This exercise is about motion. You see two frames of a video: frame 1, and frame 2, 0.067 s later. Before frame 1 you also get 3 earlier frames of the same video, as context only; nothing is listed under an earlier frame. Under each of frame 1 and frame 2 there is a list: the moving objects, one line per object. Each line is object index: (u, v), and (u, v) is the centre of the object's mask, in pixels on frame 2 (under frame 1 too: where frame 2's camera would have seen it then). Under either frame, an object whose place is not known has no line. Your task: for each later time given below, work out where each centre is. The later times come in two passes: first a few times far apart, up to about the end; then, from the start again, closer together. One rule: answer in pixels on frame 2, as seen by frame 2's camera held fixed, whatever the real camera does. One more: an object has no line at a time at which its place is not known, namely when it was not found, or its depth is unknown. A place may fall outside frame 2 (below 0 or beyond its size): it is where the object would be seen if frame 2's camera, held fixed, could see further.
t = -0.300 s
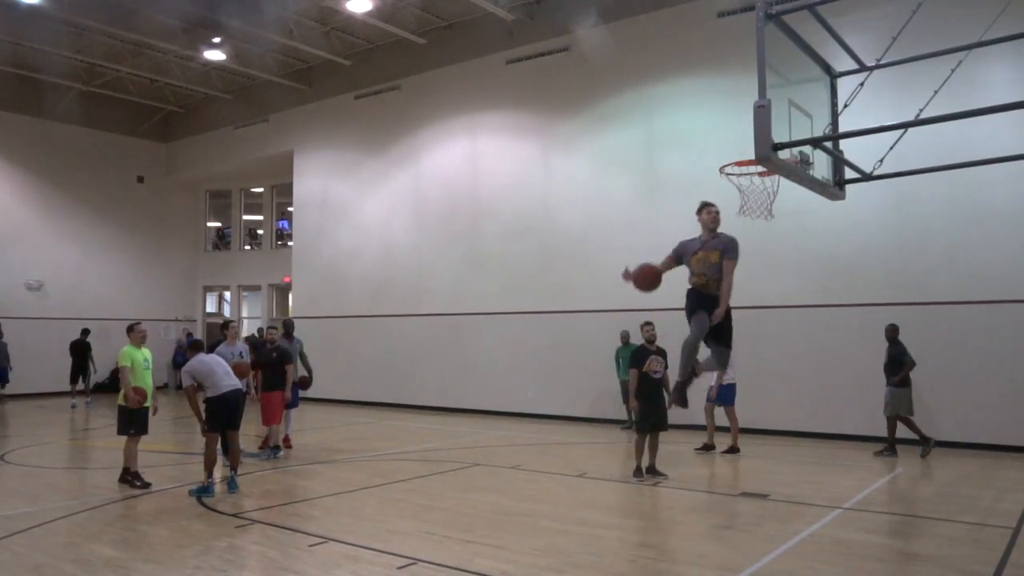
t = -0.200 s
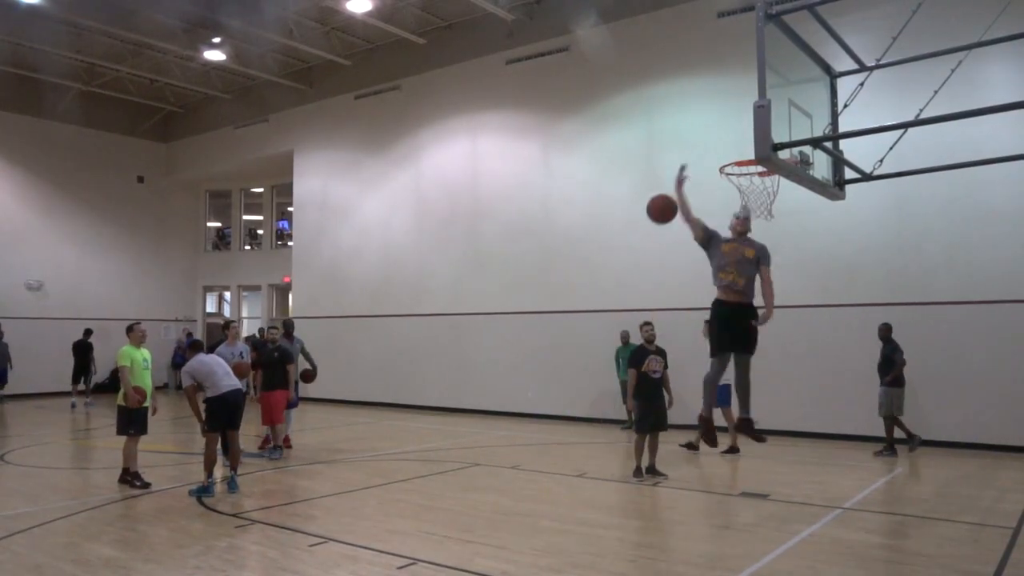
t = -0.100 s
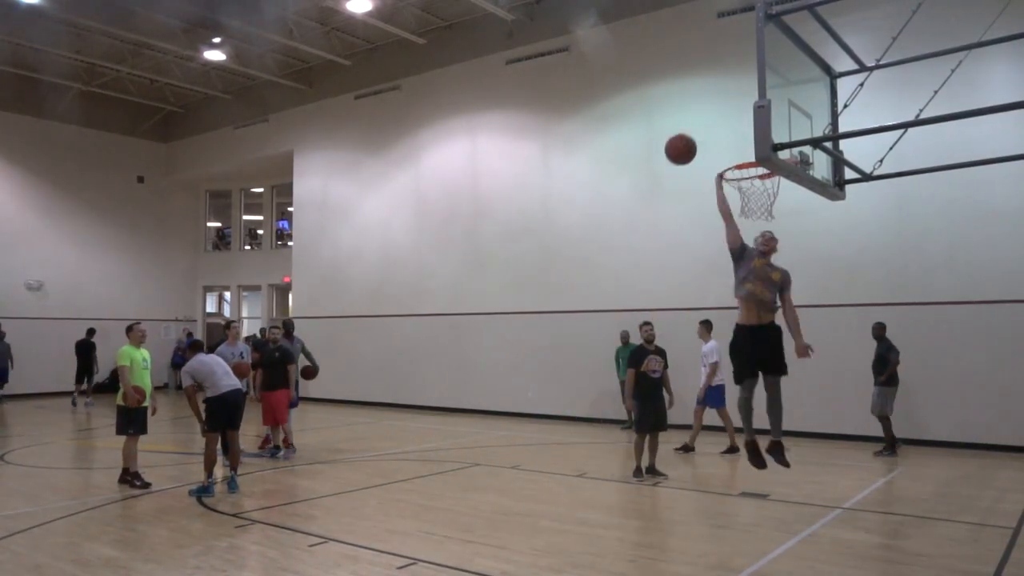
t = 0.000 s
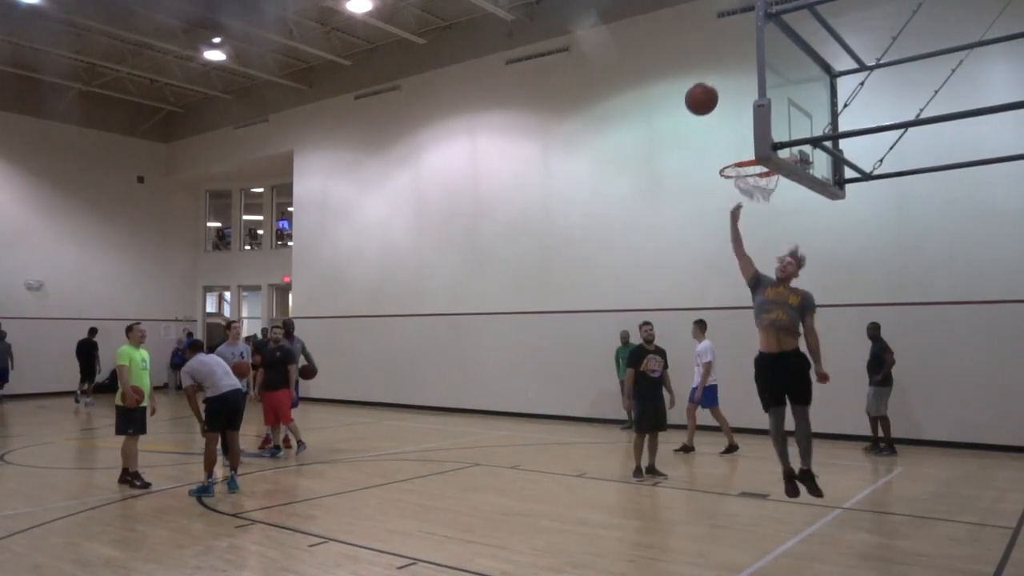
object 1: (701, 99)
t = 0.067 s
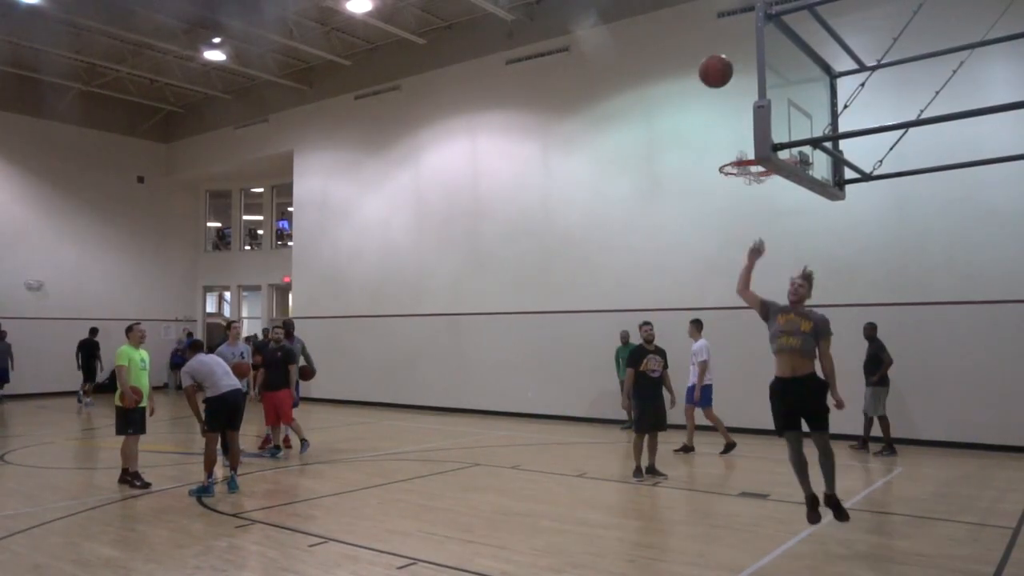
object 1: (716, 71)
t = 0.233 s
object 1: (724, 28)
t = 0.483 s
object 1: (650, 44)
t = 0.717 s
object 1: (584, 132)
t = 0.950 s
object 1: (522, 287)
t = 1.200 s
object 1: (455, 525)
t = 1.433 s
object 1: (456, 387)
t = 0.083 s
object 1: (719, 65)
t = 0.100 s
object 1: (723, 59)
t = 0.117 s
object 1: (727, 53)
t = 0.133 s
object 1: (731, 48)
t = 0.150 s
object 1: (735, 43)
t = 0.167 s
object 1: (738, 38)
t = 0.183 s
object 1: (739, 34)
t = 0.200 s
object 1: (734, 32)
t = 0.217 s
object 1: (729, 29)
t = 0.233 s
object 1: (724, 28)
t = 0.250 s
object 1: (719, 26)
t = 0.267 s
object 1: (713, 25)
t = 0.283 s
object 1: (708, 24)
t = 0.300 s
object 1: (703, 24)
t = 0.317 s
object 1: (699, 24)
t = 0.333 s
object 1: (694, 24)
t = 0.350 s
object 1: (688, 25)
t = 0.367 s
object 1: (683, 26)
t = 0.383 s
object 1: (678, 28)
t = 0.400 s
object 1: (673, 29)
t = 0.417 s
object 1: (669, 31)
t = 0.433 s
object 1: (664, 34)
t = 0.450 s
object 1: (659, 37)
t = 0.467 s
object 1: (654, 40)
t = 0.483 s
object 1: (650, 44)
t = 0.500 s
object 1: (645, 48)
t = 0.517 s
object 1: (640, 52)
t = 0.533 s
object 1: (635, 57)
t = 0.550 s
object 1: (631, 62)
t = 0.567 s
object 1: (626, 68)
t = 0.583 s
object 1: (621, 74)
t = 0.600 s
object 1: (617, 79)
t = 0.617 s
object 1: (612, 86)
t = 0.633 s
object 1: (607, 93)
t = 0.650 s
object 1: (602, 100)
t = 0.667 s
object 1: (598, 107)
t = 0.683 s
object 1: (593, 115)
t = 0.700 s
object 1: (589, 123)
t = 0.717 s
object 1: (584, 132)
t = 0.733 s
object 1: (580, 140)
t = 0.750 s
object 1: (575, 150)
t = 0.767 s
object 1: (571, 159)
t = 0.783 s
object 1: (566, 169)
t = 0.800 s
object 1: (562, 180)
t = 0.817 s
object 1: (557, 190)
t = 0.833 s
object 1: (553, 201)
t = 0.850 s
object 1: (548, 212)
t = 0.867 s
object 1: (544, 224)
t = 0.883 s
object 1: (539, 236)
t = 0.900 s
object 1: (535, 248)
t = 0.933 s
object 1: (526, 274)
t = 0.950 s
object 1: (522, 287)
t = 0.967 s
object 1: (517, 300)
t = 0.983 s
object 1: (513, 314)
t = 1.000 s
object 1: (509, 329)
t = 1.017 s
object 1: (504, 343)
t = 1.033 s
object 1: (500, 358)
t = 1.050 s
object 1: (495, 373)
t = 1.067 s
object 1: (491, 388)
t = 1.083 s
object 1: (487, 404)
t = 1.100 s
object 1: (482, 421)
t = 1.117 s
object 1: (478, 437)
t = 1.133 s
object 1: (473, 454)
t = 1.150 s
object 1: (469, 471)
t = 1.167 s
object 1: (464, 489)
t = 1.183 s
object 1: (460, 506)
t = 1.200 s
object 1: (455, 525)
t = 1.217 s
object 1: (452, 542)
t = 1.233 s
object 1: (452, 530)
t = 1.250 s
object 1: (452, 515)
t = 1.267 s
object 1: (453, 502)
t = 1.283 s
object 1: (453, 488)
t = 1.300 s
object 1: (453, 475)
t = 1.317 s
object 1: (453, 463)
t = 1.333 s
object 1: (454, 451)
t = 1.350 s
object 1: (454, 440)
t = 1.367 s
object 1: (454, 428)
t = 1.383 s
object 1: (455, 417)
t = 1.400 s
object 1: (455, 407)
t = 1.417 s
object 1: (456, 396)
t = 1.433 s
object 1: (456, 387)
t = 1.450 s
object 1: (456, 377)
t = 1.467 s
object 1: (457, 368)
